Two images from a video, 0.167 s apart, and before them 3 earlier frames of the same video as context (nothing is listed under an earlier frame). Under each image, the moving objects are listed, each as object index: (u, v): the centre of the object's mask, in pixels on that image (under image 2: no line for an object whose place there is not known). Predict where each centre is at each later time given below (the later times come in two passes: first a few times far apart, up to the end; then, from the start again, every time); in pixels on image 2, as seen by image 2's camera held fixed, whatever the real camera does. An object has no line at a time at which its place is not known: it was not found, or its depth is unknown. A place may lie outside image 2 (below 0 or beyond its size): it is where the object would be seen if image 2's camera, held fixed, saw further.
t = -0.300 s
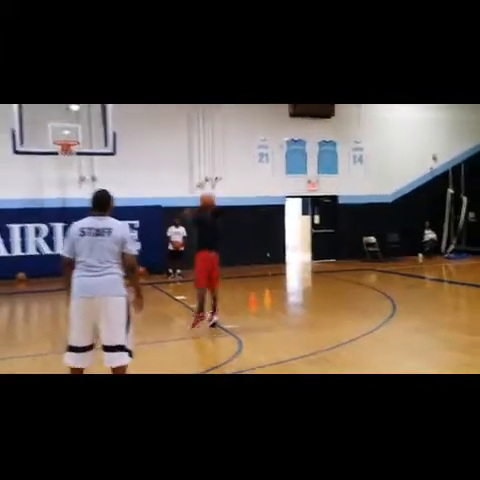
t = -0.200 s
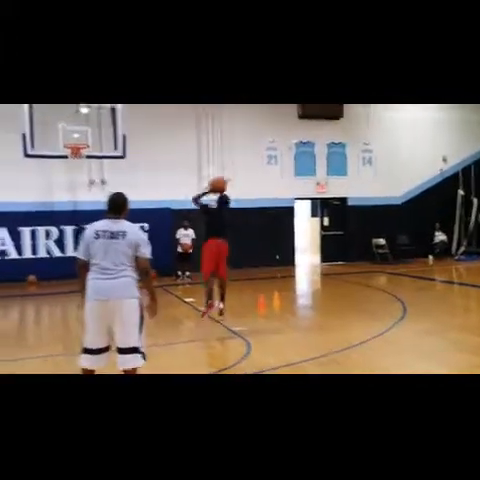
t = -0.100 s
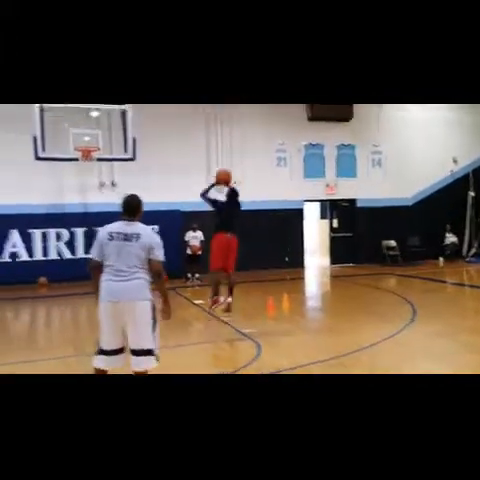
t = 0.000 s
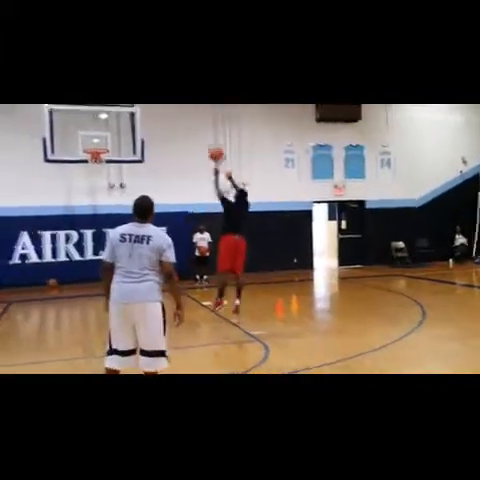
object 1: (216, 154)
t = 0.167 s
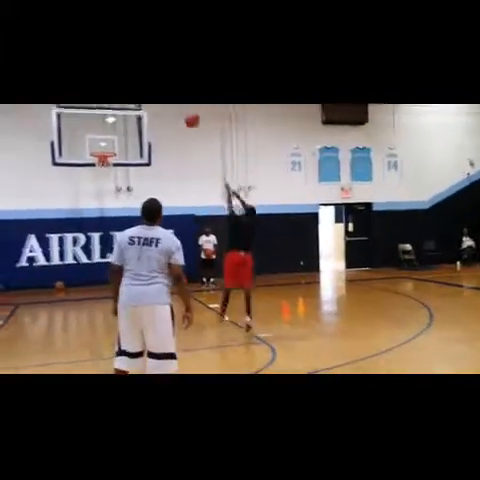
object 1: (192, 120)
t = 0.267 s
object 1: (176, 108)
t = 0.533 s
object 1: (137, 104)
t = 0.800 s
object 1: (107, 140)
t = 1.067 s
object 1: (108, 150)
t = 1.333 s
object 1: (109, 147)
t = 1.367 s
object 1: (109, 146)
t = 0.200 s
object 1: (186, 116)
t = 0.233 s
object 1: (180, 111)
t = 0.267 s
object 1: (176, 108)
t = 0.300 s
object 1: (170, 106)
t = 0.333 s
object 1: (165, 106)
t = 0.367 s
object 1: (160, 105)
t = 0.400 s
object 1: (156, 104)
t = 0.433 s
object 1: (151, 104)
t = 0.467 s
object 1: (146, 103)
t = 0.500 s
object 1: (142, 104)
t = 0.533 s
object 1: (137, 104)
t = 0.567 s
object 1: (133, 109)
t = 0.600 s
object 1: (129, 112)
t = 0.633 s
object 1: (125, 115)
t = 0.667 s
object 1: (121, 119)
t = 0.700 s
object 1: (116, 126)
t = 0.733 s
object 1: (113, 129)
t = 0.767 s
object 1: (110, 135)
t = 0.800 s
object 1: (107, 140)
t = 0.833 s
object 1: (103, 146)
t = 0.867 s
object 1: (102, 147)
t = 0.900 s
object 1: (99, 149)
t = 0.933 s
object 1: (98, 150)
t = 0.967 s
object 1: (98, 152)
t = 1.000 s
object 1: (103, 151)
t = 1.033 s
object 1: (107, 151)
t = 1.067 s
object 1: (108, 150)
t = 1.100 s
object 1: (107, 147)
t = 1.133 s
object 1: (108, 146)
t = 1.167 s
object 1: (109, 146)
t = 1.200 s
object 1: (108, 146)
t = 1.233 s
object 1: (109, 146)
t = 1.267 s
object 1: (109, 147)
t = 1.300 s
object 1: (109, 146)
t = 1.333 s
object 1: (109, 147)
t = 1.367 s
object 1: (109, 146)
